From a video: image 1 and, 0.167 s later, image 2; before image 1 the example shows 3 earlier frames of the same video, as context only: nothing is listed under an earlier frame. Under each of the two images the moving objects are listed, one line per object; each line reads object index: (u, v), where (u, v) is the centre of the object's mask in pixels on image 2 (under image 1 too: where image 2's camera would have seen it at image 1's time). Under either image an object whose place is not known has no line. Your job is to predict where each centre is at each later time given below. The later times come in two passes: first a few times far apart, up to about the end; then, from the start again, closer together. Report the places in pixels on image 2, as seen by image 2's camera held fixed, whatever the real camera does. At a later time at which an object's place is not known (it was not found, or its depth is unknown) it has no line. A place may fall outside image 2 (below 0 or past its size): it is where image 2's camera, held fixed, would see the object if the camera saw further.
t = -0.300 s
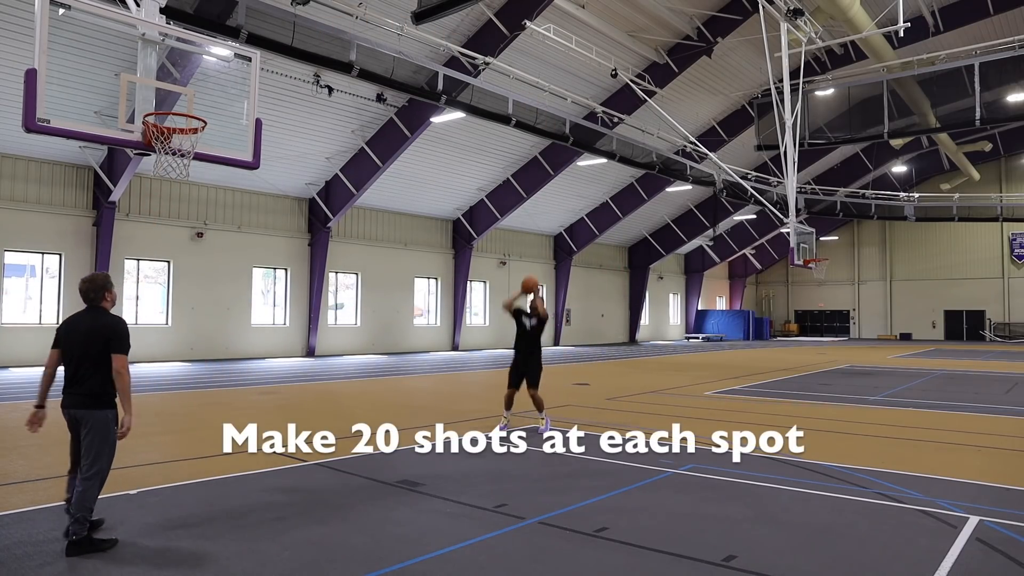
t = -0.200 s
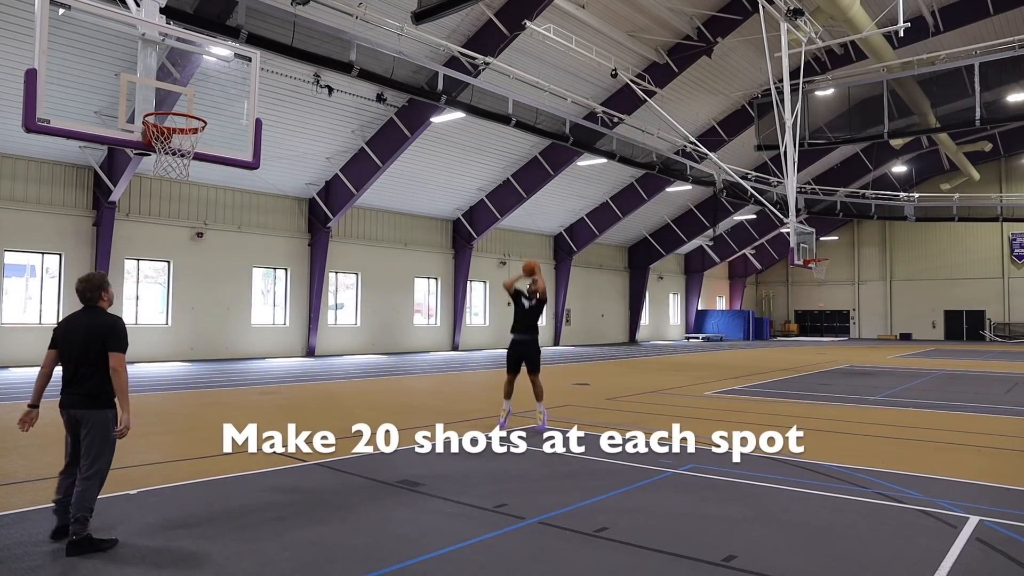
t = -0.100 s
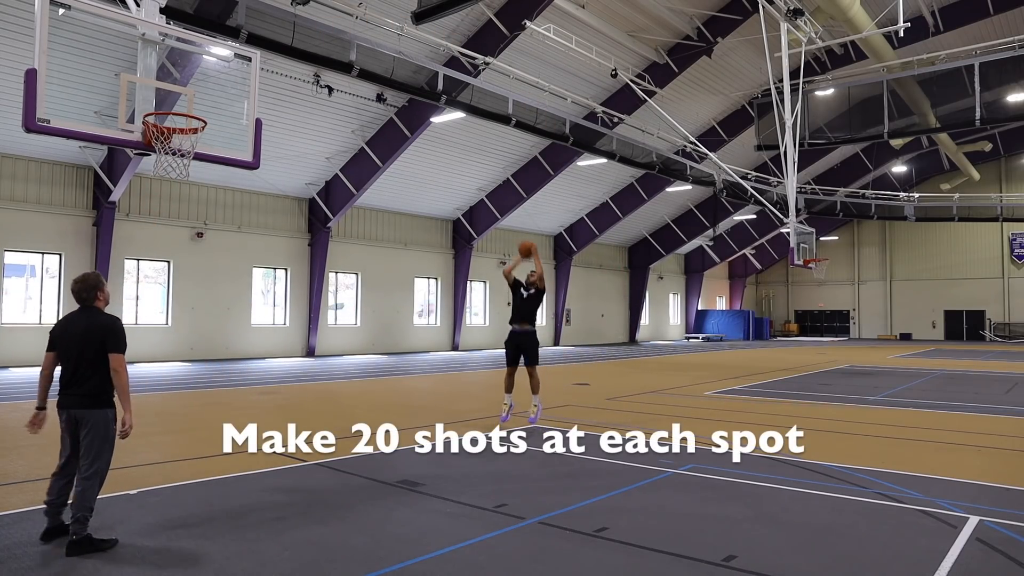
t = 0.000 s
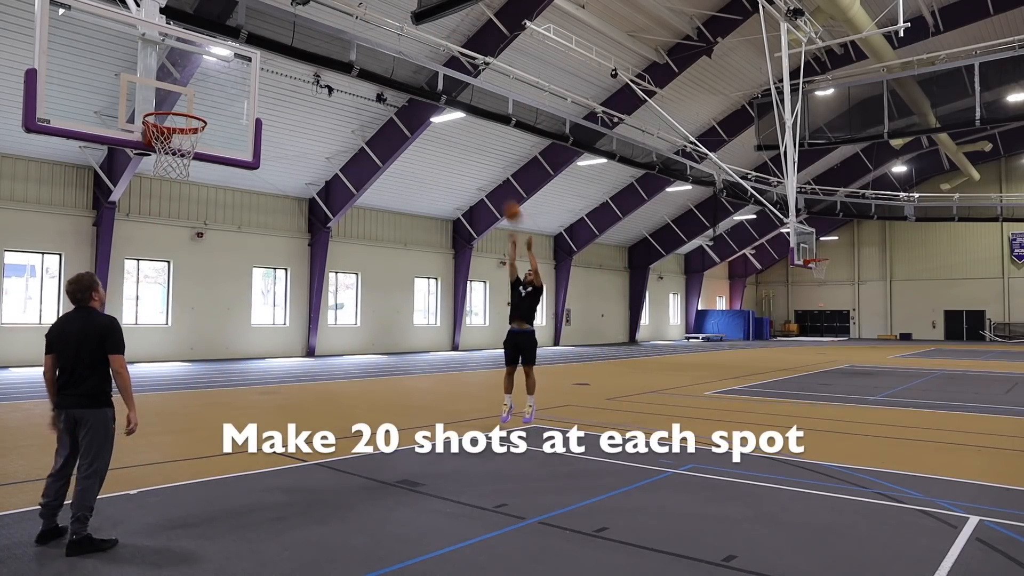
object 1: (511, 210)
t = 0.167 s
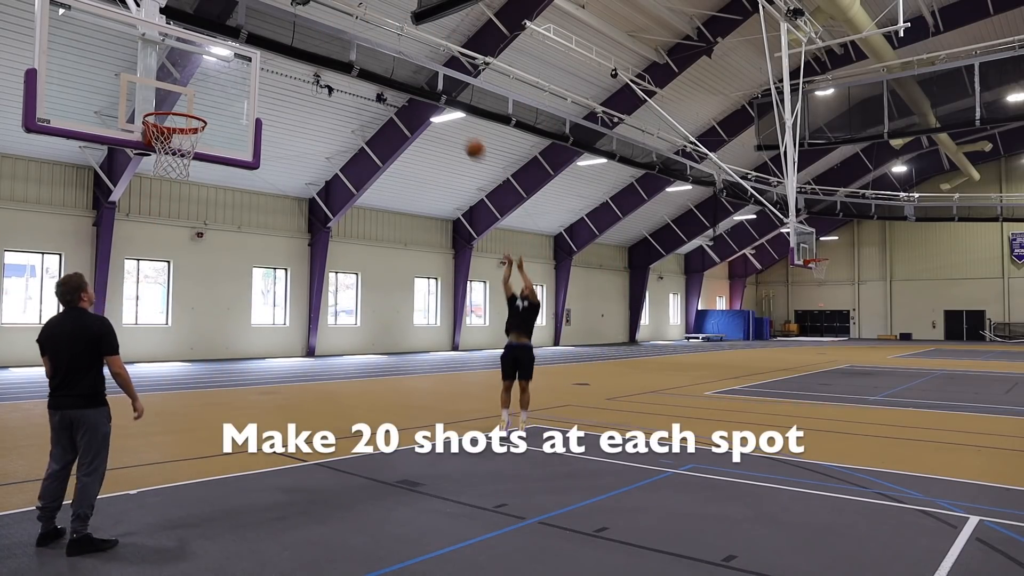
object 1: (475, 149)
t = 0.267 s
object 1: (450, 117)
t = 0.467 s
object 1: (393, 73)
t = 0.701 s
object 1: (312, 58)
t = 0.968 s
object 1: (191, 113)
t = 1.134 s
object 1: (160, 153)
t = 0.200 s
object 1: (466, 137)
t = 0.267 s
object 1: (450, 117)
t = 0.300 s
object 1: (440, 105)
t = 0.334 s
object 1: (431, 99)
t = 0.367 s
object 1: (422, 91)
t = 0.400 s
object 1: (413, 84)
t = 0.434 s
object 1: (403, 79)
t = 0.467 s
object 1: (393, 73)
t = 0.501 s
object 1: (382, 68)
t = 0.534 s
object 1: (371, 63)
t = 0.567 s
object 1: (361, 60)
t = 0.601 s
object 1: (349, 59)
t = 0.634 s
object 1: (337, 58)
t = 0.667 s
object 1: (325, 57)
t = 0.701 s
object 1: (312, 58)
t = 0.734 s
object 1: (299, 60)
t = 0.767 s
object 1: (286, 64)
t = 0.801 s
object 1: (271, 69)
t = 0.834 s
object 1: (255, 77)
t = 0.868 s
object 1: (240, 83)
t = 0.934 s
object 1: (208, 104)
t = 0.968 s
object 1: (191, 113)
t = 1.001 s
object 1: (174, 118)
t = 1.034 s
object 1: (158, 129)
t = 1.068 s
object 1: (159, 136)
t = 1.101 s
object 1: (158, 142)
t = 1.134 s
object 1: (160, 153)
